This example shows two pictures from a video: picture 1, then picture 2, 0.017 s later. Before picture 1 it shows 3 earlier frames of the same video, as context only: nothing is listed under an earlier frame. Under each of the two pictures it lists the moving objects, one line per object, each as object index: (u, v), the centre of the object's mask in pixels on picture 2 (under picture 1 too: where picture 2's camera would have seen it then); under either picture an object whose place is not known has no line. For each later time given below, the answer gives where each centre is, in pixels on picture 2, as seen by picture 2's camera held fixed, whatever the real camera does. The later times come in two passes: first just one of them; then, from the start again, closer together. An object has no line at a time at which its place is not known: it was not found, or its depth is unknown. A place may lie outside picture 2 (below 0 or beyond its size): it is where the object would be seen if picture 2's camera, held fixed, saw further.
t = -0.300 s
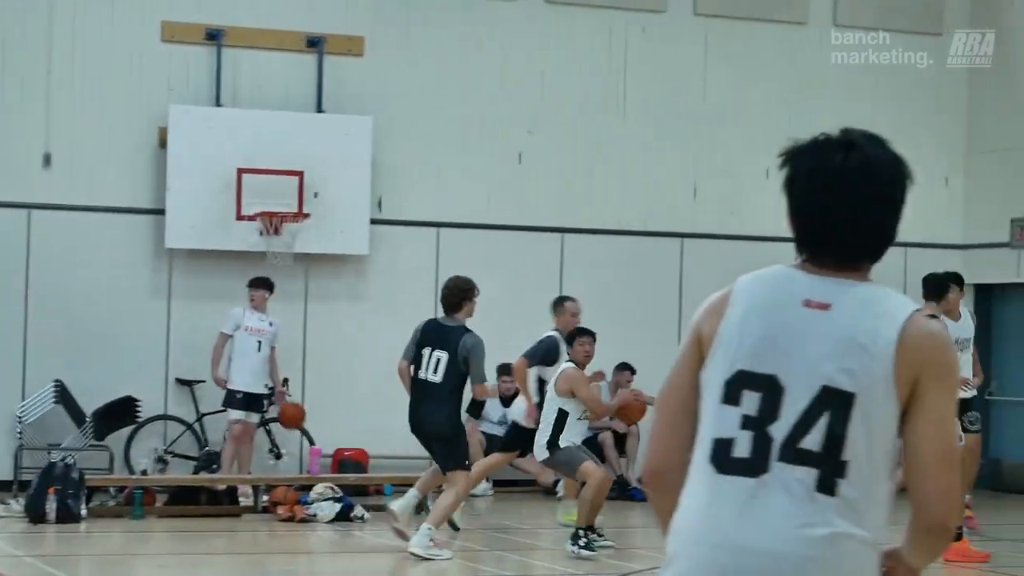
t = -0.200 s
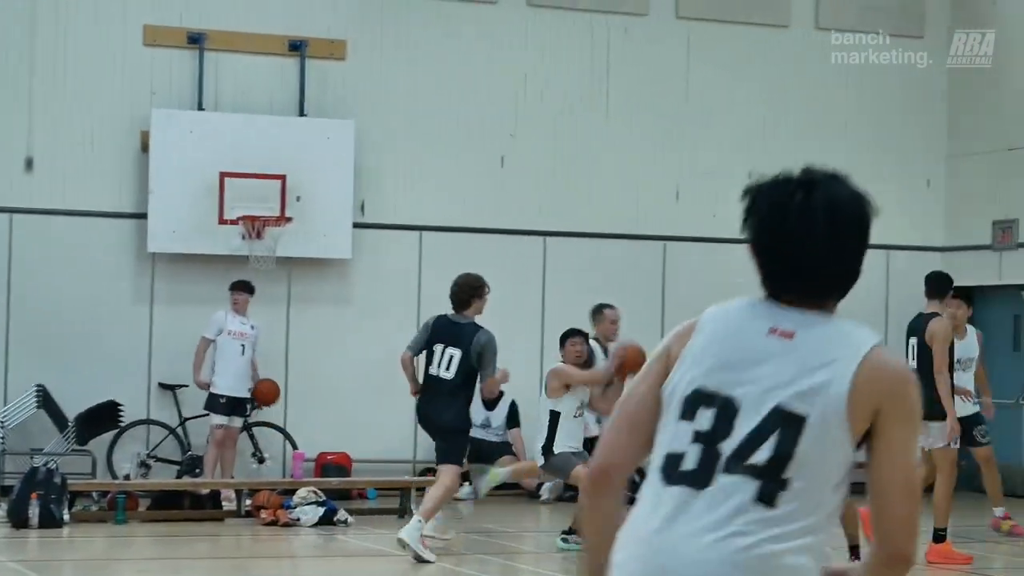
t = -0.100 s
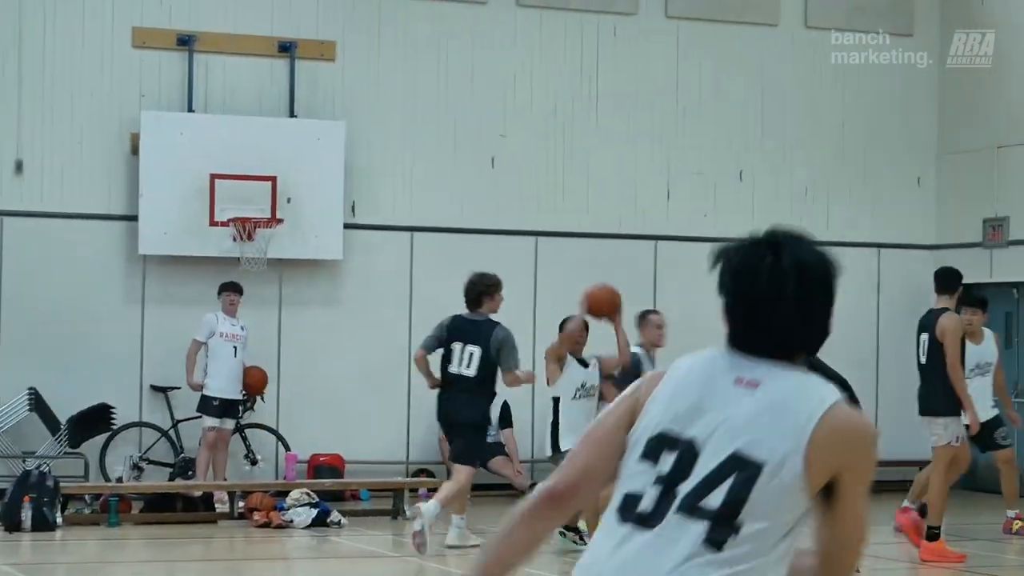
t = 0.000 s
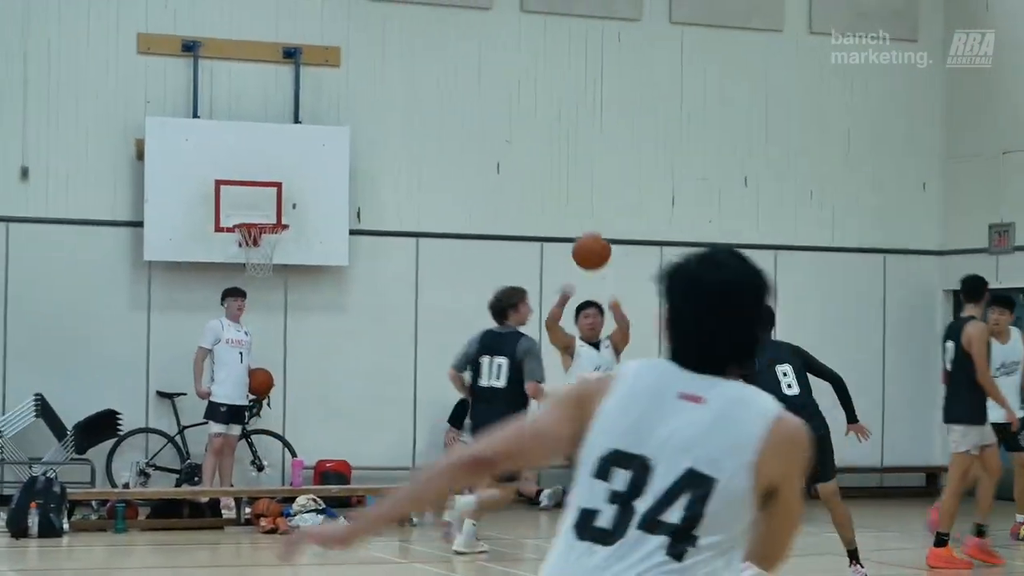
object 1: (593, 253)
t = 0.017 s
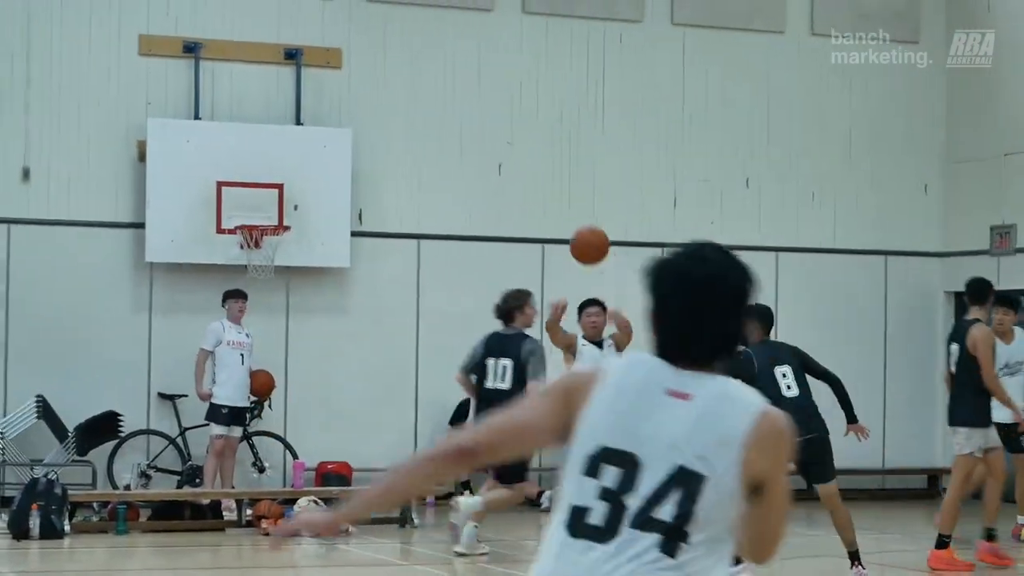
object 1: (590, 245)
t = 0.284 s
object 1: (517, 168)
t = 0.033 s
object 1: (586, 237)
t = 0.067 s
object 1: (579, 224)
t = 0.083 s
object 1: (574, 216)
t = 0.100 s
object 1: (570, 206)
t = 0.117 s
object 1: (568, 200)
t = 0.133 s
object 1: (562, 194)
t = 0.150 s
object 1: (559, 189)
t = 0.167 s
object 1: (555, 186)
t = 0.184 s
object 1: (551, 183)
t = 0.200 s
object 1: (546, 180)
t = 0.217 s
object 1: (541, 176)
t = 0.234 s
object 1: (536, 174)
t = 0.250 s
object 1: (530, 172)
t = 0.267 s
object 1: (523, 170)
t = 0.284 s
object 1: (517, 168)
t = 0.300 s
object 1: (511, 166)
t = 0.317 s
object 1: (504, 166)
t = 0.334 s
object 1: (497, 167)
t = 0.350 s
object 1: (490, 169)
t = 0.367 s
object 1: (483, 171)
